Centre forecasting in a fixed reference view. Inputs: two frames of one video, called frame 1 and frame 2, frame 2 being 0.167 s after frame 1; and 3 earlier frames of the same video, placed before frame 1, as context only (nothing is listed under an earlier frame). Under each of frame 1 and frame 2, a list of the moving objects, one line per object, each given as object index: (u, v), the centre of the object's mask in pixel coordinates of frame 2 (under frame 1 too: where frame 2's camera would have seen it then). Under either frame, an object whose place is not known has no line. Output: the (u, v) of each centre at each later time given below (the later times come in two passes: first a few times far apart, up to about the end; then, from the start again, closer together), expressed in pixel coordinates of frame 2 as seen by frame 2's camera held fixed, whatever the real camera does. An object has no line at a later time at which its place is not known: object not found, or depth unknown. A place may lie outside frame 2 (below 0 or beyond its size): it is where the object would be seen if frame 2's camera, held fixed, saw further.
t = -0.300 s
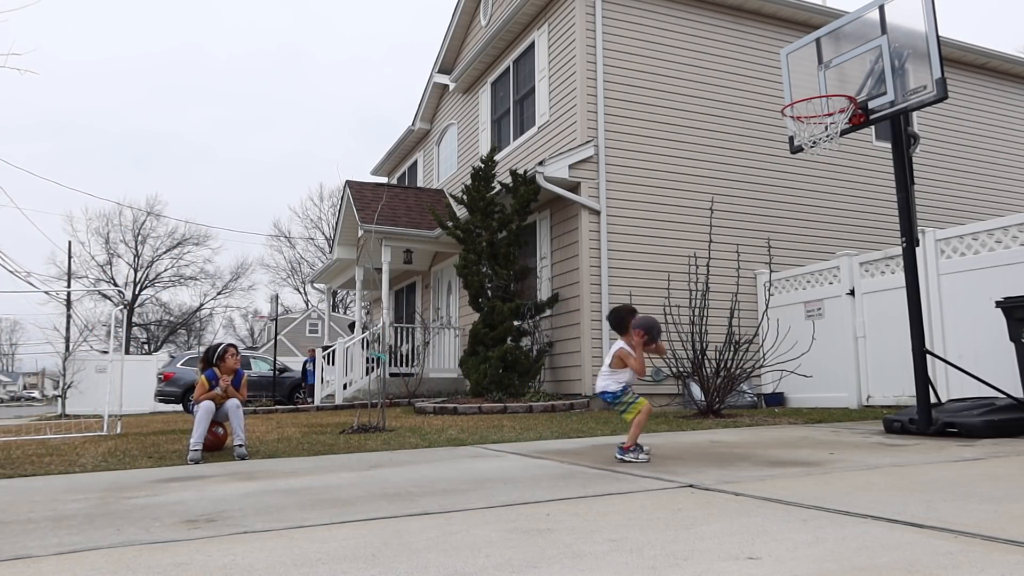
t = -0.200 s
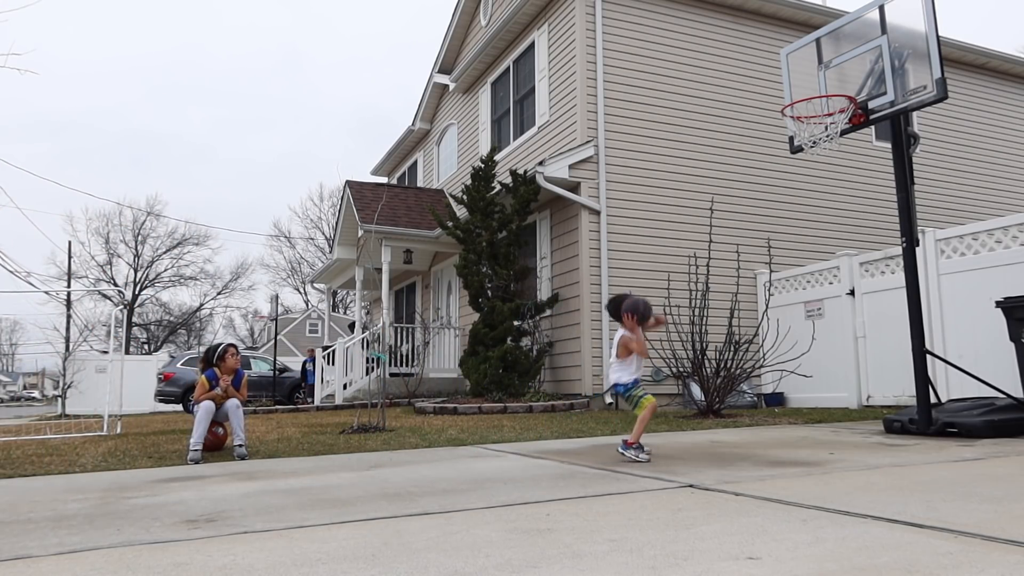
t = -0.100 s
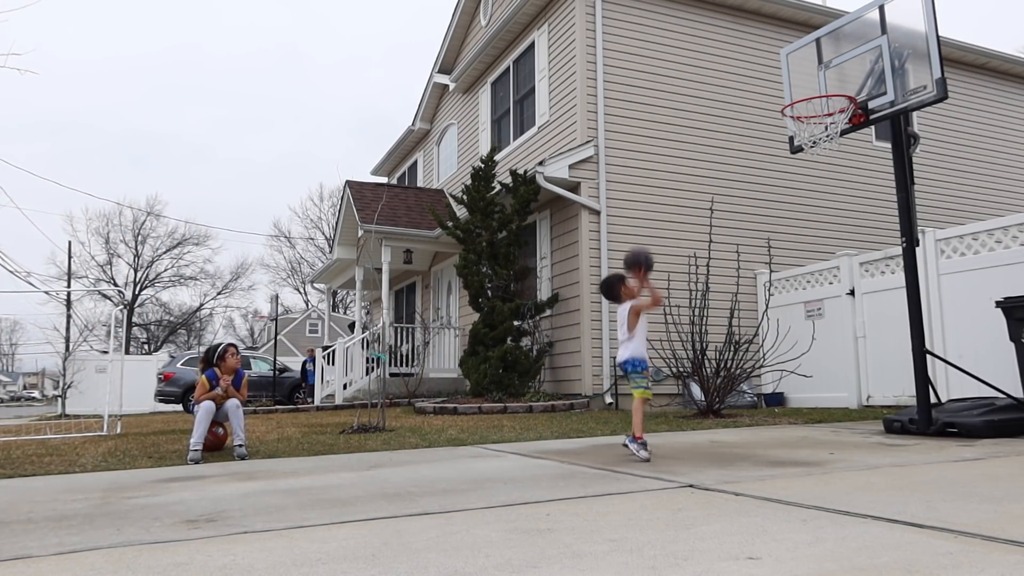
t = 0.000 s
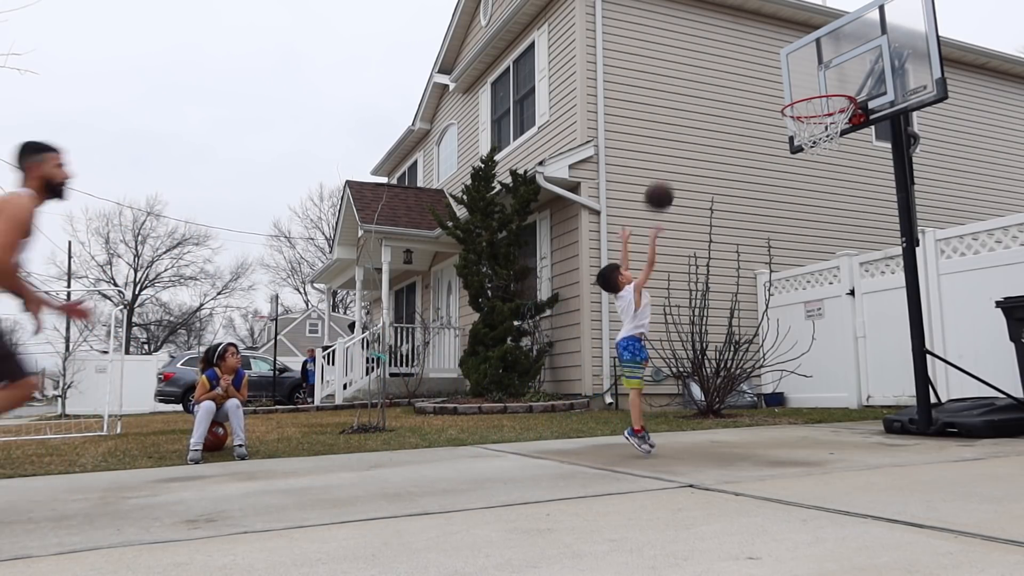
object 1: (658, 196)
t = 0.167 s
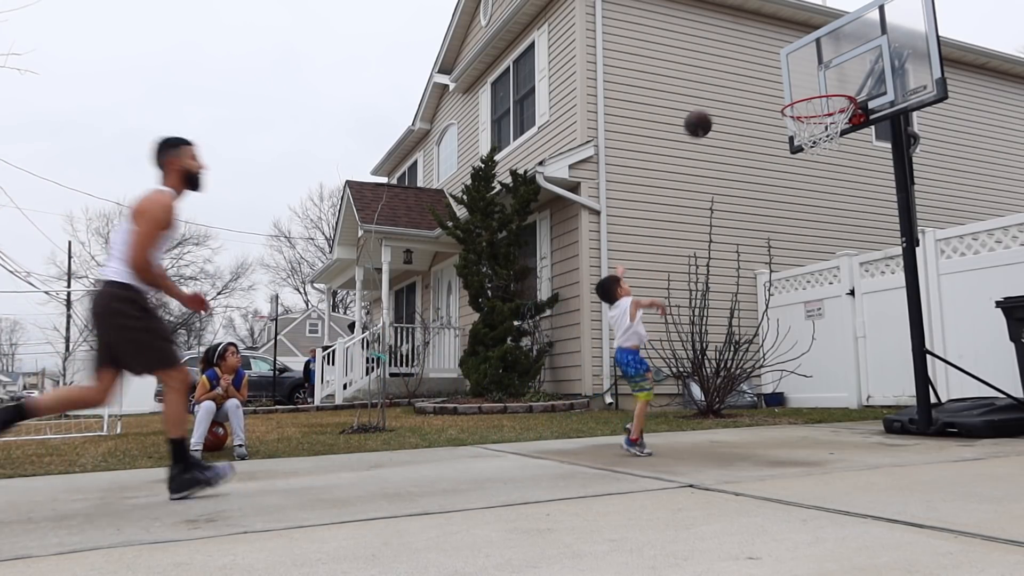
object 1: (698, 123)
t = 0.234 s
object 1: (712, 108)
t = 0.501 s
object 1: (766, 110)
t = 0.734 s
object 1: (767, 157)
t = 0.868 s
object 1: (765, 212)
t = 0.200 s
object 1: (705, 115)
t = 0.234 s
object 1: (712, 108)
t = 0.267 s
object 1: (719, 103)
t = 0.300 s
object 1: (726, 99)
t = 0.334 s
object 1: (733, 98)
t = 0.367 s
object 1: (739, 97)
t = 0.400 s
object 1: (746, 98)
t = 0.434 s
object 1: (753, 101)
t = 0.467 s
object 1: (760, 105)
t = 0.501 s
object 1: (766, 110)
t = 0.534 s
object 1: (771, 116)
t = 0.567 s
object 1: (770, 119)
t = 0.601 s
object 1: (769, 124)
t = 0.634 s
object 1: (769, 131)
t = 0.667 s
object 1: (768, 138)
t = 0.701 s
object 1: (767, 147)
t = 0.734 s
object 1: (767, 157)
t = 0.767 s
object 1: (766, 169)
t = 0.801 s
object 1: (766, 182)
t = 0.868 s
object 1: (765, 212)
